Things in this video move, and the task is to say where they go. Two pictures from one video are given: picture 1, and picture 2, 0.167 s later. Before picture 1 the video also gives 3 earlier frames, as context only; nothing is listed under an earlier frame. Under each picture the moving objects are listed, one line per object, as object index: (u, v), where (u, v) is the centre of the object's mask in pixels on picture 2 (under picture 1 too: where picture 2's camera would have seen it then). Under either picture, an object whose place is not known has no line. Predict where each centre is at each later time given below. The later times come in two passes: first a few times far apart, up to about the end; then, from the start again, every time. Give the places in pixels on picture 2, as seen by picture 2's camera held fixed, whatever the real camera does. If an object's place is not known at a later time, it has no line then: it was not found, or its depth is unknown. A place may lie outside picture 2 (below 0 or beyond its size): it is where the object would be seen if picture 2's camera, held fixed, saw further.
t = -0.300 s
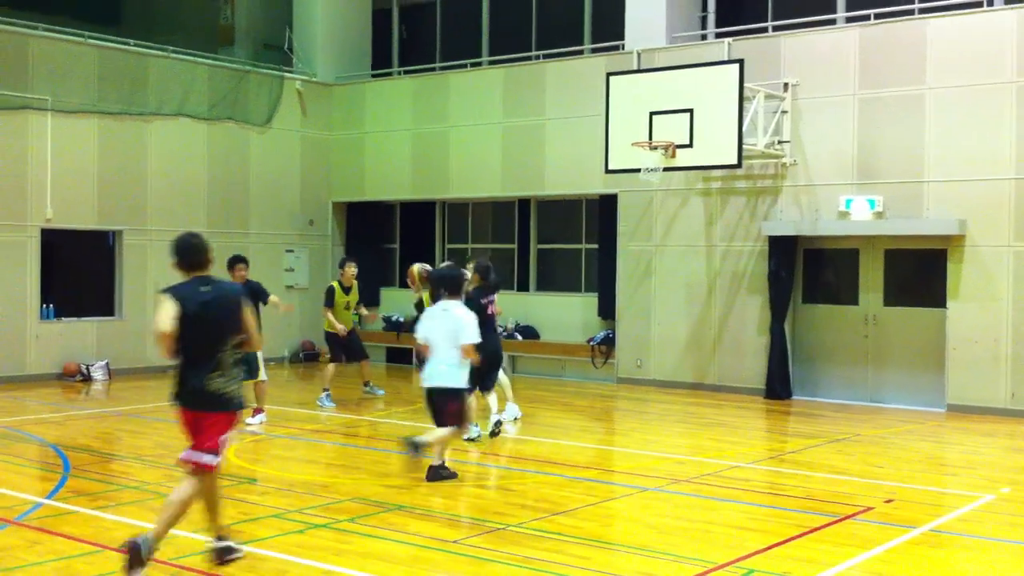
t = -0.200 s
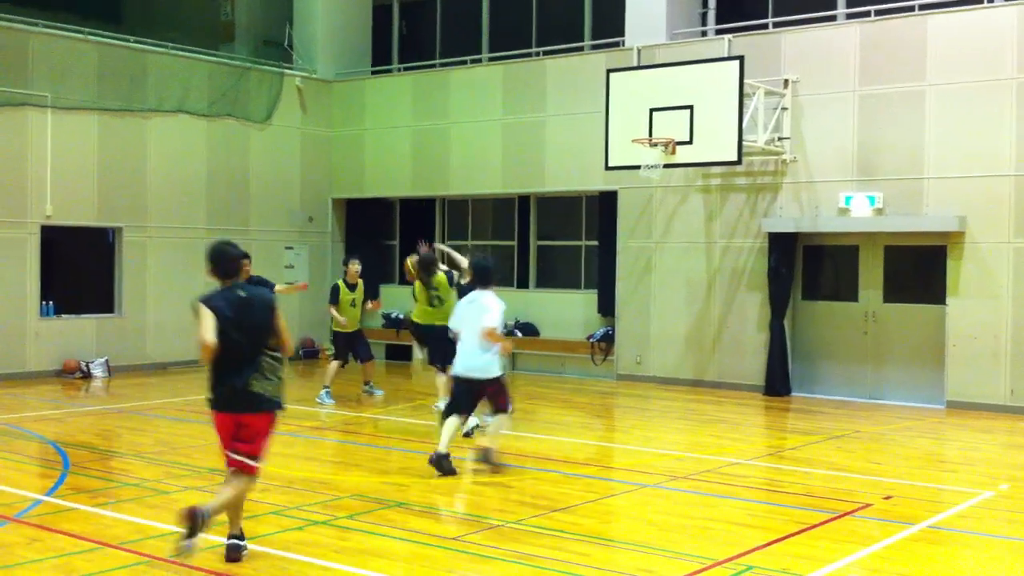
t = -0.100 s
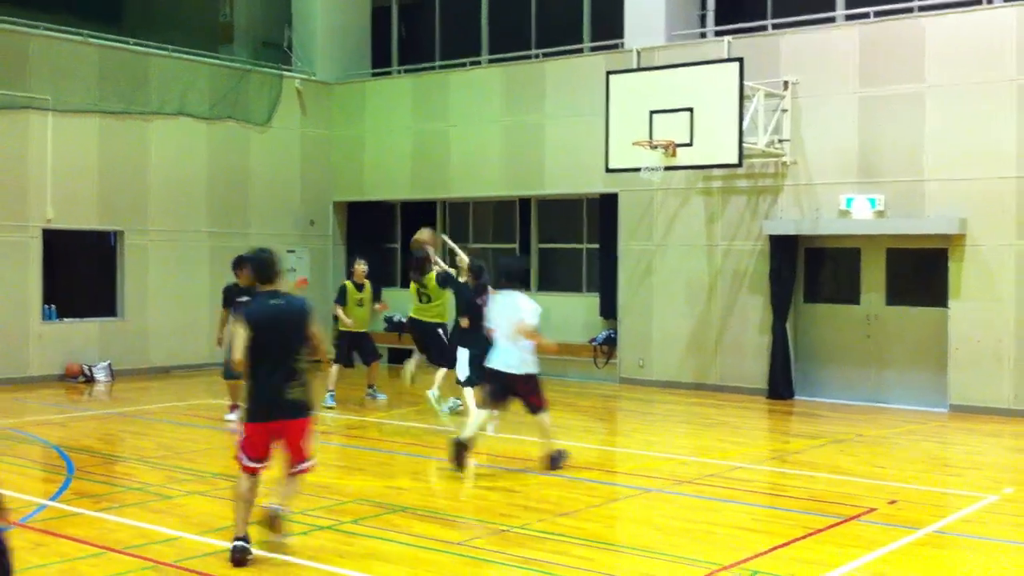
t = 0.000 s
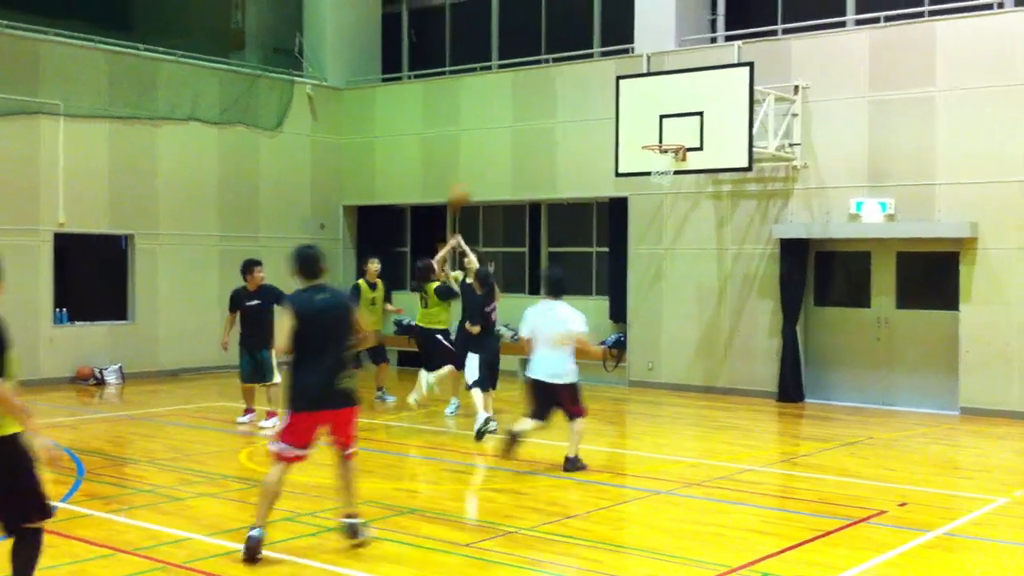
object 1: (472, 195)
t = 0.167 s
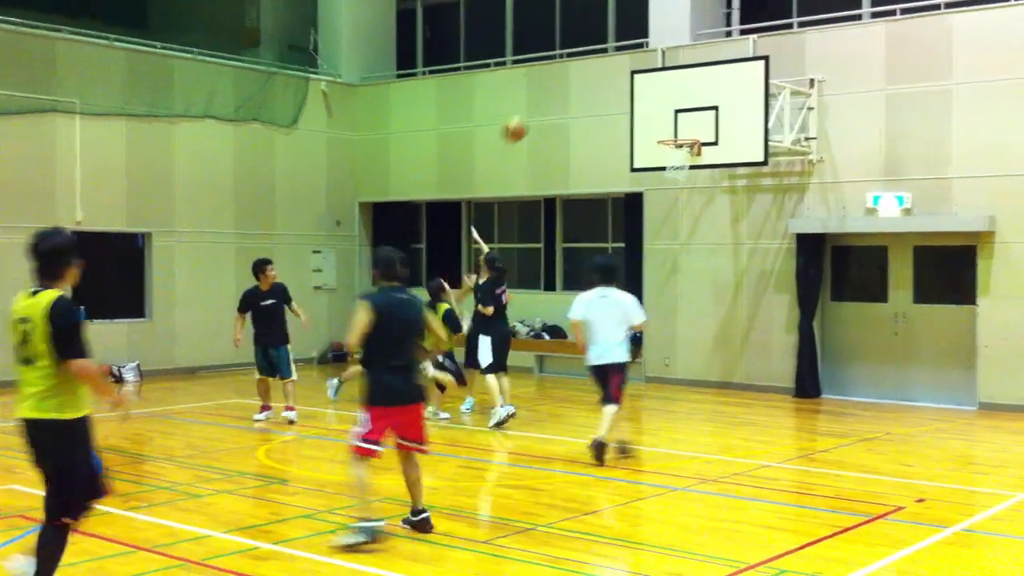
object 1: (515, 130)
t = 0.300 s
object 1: (548, 100)
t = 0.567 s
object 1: (609, 91)
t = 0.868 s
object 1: (655, 126)
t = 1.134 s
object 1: (633, 118)
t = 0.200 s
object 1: (522, 121)
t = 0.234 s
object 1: (531, 113)
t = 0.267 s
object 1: (539, 107)
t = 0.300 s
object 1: (548, 100)
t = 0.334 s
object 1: (555, 96)
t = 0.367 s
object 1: (563, 92)
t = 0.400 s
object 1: (571, 89)
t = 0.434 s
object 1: (579, 87)
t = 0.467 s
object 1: (586, 87)
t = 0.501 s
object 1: (594, 87)
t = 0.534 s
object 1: (602, 88)
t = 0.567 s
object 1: (609, 91)
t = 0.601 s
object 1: (616, 94)
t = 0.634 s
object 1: (623, 99)
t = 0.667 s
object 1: (630, 103)
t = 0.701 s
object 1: (637, 109)
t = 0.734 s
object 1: (644, 117)
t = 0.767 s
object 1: (651, 125)
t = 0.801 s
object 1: (657, 133)
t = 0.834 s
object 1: (657, 130)
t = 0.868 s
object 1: (655, 126)
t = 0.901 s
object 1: (654, 123)
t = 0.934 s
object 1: (652, 121)
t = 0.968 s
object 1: (651, 120)
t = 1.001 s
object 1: (650, 119)
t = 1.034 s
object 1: (646, 118)
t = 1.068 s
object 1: (642, 117)
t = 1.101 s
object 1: (637, 117)
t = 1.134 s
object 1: (633, 118)
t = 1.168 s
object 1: (629, 120)
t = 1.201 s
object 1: (625, 123)
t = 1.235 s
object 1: (620, 126)
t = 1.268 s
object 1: (616, 132)
